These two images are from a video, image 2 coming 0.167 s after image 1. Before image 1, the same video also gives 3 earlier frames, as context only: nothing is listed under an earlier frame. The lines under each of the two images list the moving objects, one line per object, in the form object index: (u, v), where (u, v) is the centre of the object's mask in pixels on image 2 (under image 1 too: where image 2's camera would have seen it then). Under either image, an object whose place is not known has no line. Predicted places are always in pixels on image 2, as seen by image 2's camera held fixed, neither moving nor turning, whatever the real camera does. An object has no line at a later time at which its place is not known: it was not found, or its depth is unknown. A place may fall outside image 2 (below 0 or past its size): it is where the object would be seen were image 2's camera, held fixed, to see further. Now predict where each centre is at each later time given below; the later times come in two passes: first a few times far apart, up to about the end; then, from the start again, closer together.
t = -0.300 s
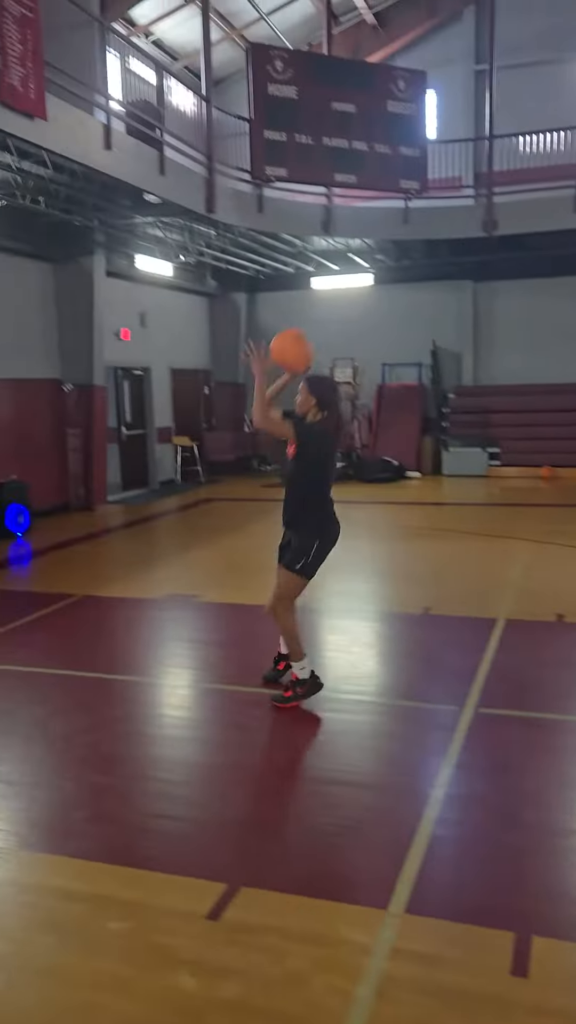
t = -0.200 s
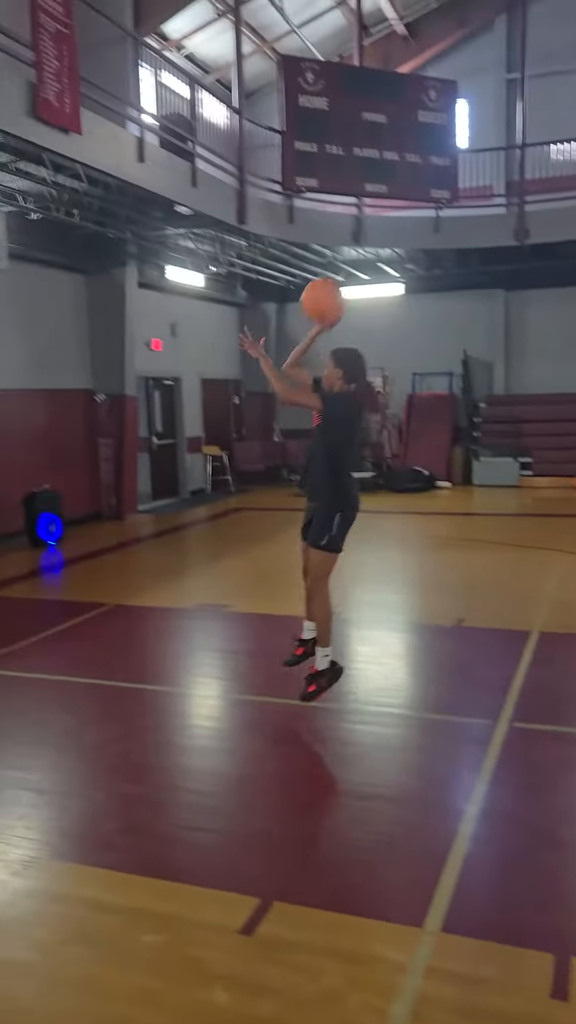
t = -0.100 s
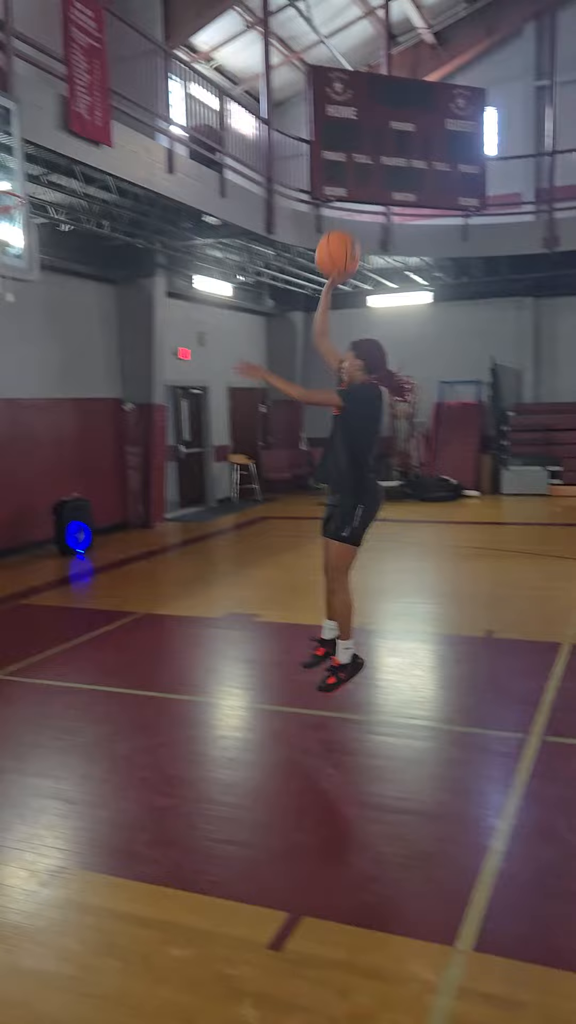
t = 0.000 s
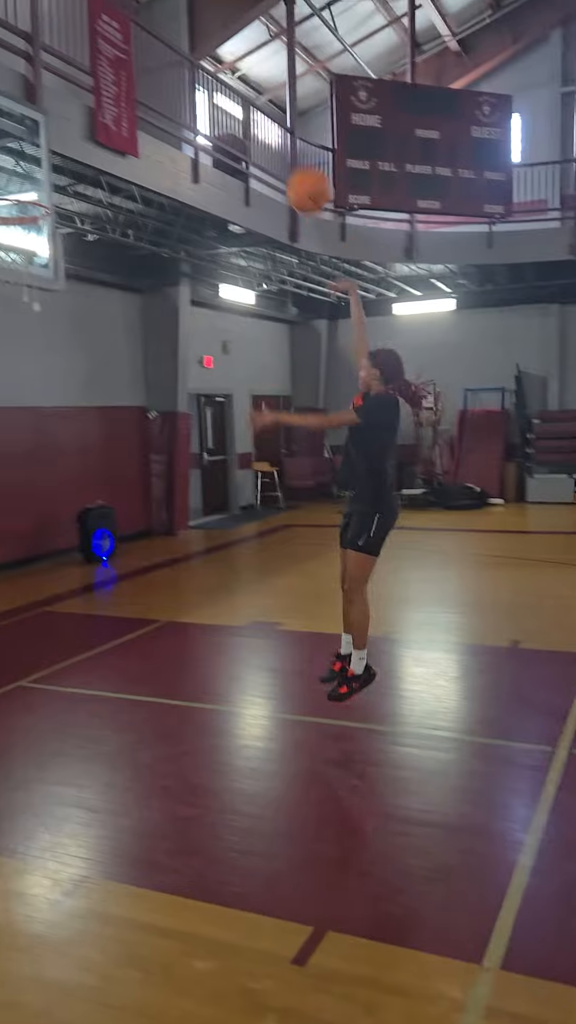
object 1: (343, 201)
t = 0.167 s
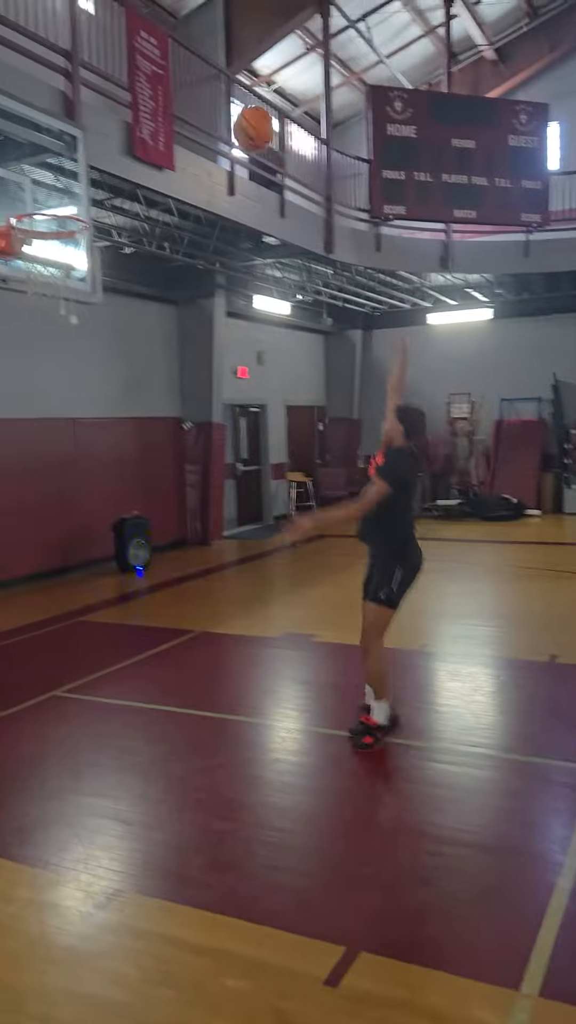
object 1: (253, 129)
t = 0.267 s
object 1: (202, 111)
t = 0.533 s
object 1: (84, 152)
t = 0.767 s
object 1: (25, 262)
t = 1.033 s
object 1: (52, 370)
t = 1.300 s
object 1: (79, 555)
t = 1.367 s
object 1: (86, 610)
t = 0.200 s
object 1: (235, 120)
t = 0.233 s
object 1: (217, 115)
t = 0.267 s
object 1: (202, 111)
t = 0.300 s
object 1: (186, 110)
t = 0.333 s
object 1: (172, 110)
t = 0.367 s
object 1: (155, 113)
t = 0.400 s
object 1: (141, 117)
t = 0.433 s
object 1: (126, 123)
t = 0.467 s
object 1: (113, 131)
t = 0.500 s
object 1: (98, 141)
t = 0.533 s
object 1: (84, 152)
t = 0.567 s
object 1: (71, 164)
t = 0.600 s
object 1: (58, 180)
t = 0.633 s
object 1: (47, 197)
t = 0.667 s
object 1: (34, 214)
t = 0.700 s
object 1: (30, 229)
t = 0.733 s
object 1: (23, 246)
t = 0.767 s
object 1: (25, 262)
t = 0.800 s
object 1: (28, 273)
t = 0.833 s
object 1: (31, 284)
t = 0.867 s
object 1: (35, 294)
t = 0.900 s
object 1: (39, 307)
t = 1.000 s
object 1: (48, 352)
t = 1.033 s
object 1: (52, 370)
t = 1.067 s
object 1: (56, 389)
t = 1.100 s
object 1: (59, 409)
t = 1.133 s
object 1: (64, 431)
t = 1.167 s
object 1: (67, 454)
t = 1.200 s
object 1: (70, 477)
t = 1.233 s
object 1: (73, 502)
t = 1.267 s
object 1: (76, 528)
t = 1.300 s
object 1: (79, 555)
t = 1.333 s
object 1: (83, 582)
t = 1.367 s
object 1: (86, 610)
